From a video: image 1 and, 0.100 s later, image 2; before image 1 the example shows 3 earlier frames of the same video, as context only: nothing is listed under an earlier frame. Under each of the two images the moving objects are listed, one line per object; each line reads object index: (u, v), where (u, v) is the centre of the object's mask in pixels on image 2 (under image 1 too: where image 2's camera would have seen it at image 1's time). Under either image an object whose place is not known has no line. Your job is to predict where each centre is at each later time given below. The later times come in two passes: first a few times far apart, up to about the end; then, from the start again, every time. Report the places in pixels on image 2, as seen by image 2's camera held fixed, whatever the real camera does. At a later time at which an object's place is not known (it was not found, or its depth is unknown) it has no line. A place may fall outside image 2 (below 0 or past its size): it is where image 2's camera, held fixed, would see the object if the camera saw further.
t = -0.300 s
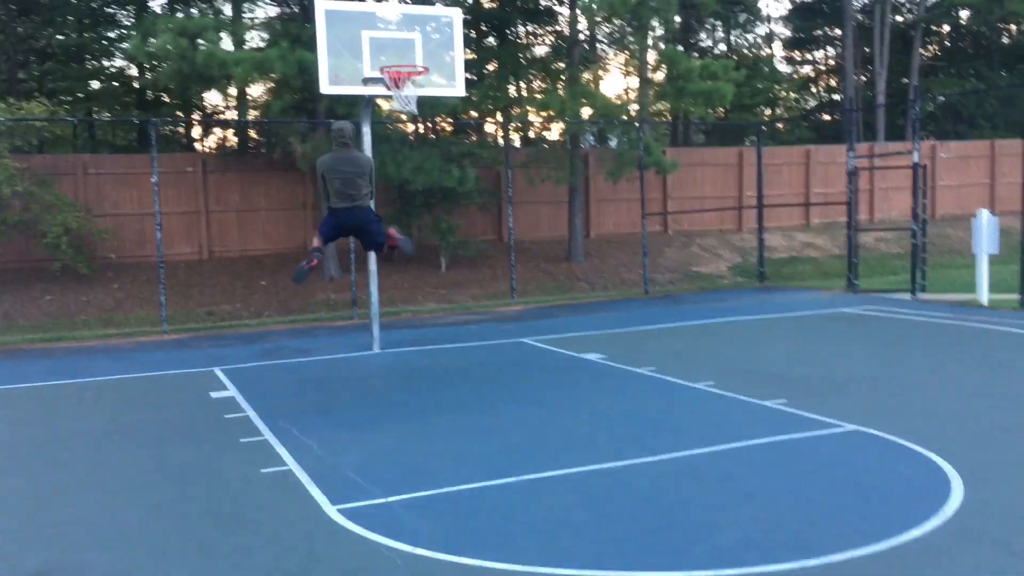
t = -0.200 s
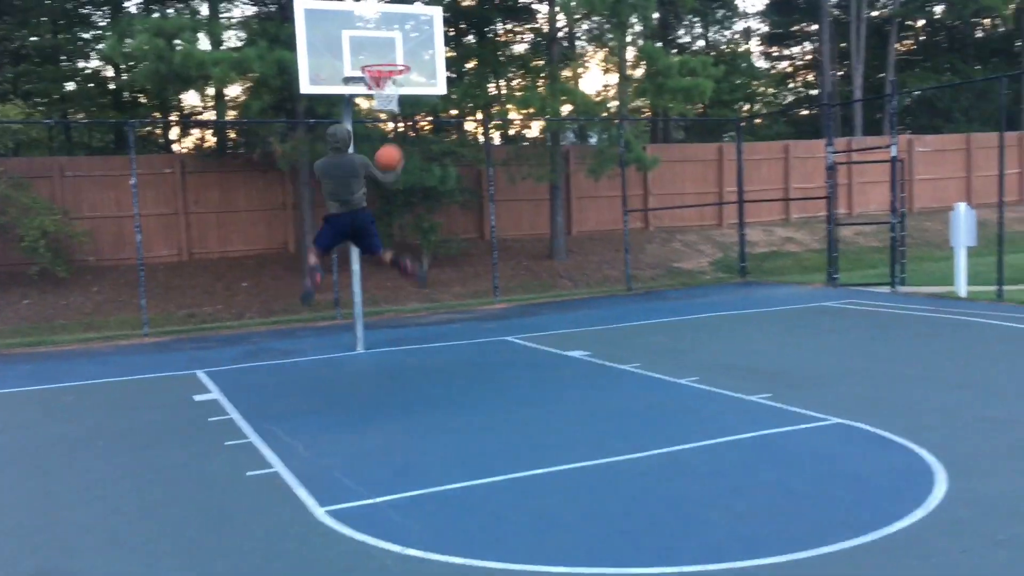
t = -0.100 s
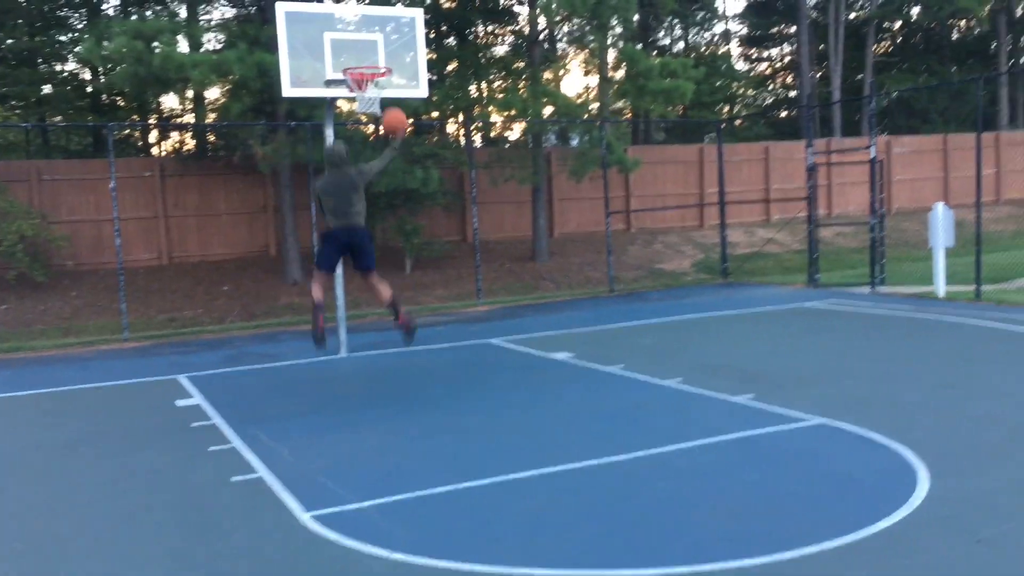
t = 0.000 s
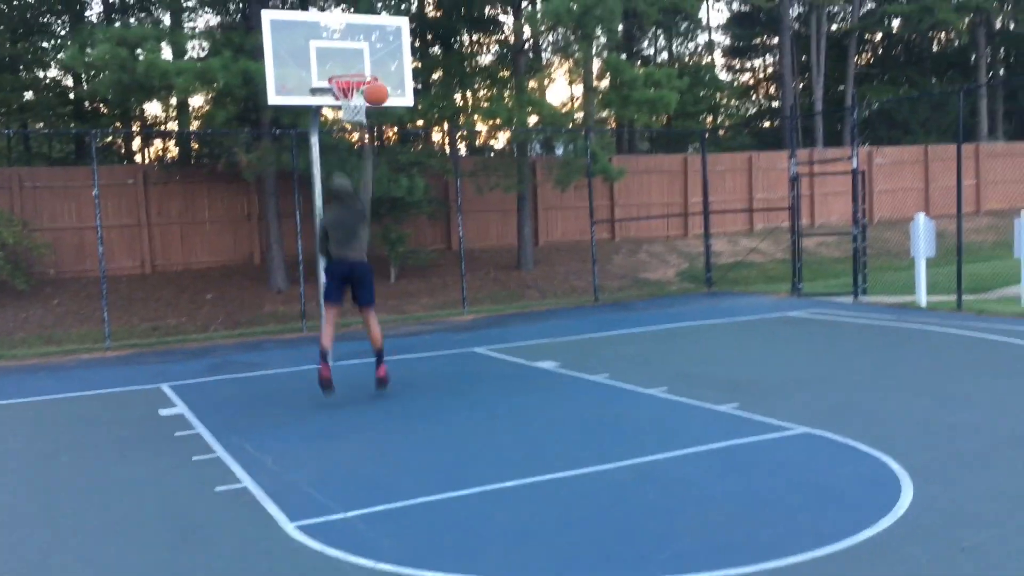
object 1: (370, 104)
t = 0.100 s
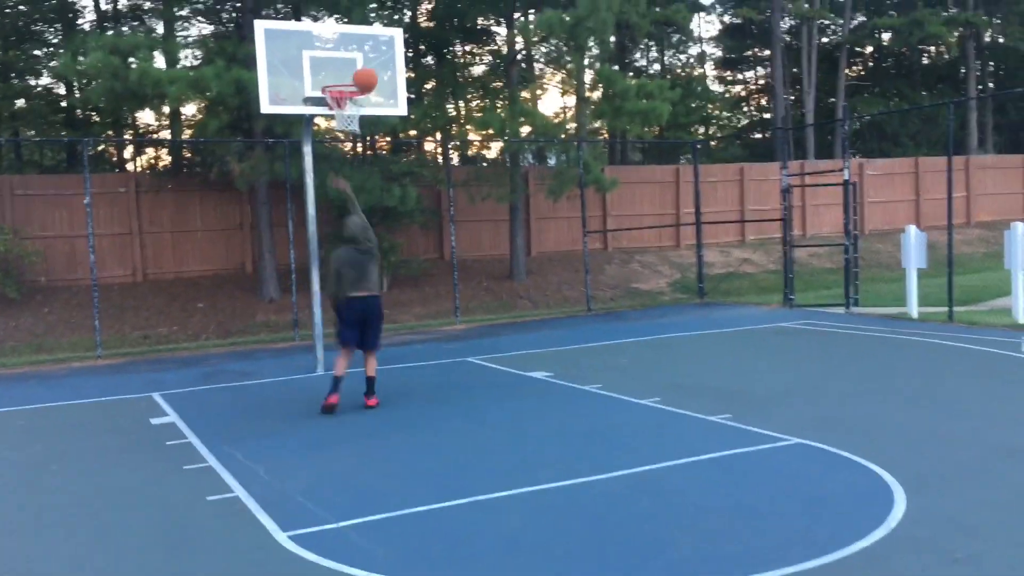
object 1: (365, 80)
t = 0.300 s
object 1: (358, 63)
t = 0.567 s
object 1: (353, 101)
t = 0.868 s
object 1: (350, 135)
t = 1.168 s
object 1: (358, 207)
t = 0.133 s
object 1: (364, 74)
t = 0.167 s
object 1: (363, 69)
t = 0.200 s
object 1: (361, 66)
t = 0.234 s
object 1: (360, 64)
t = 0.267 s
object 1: (359, 63)
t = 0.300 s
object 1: (358, 63)
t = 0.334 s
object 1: (357, 64)
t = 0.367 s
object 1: (356, 66)
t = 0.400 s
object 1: (355, 69)
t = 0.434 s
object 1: (354, 73)
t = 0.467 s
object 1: (354, 79)
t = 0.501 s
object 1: (352, 84)
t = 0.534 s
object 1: (354, 97)
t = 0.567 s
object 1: (353, 101)
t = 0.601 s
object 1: (356, 105)
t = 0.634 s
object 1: (350, 130)
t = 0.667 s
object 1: (349, 128)
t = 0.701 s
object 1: (349, 128)
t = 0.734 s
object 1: (347, 131)
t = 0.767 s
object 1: (349, 133)
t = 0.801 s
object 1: (349, 133)
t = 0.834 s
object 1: (350, 134)
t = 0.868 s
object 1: (350, 135)
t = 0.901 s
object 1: (350, 137)
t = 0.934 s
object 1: (351, 140)
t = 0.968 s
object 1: (351, 147)
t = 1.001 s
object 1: (352, 154)
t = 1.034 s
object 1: (353, 162)
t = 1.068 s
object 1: (354, 172)
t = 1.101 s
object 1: (355, 182)
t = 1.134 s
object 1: (356, 194)
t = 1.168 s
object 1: (358, 207)
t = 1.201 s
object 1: (359, 220)
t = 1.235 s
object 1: (360, 235)
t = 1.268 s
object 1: (363, 251)
